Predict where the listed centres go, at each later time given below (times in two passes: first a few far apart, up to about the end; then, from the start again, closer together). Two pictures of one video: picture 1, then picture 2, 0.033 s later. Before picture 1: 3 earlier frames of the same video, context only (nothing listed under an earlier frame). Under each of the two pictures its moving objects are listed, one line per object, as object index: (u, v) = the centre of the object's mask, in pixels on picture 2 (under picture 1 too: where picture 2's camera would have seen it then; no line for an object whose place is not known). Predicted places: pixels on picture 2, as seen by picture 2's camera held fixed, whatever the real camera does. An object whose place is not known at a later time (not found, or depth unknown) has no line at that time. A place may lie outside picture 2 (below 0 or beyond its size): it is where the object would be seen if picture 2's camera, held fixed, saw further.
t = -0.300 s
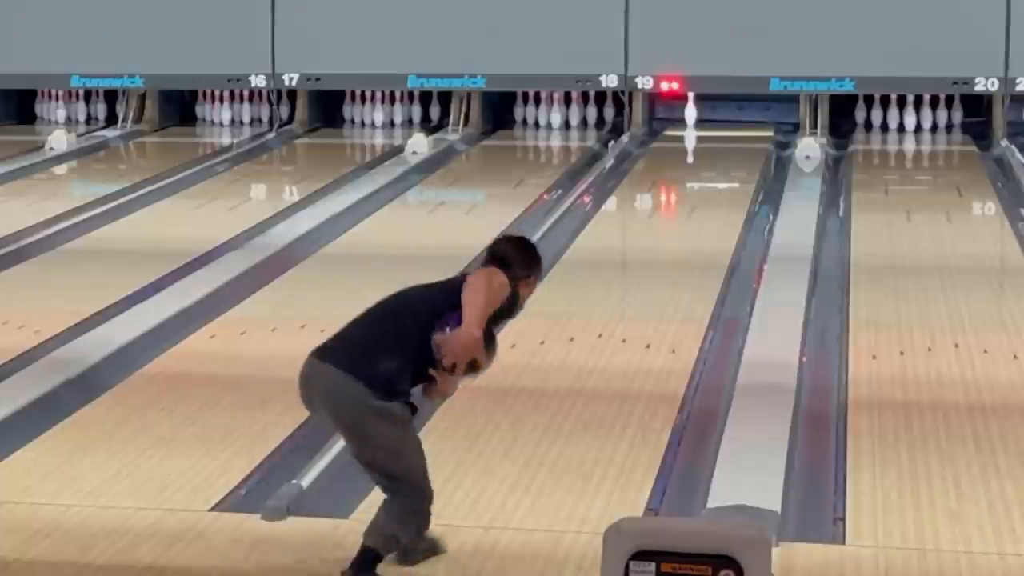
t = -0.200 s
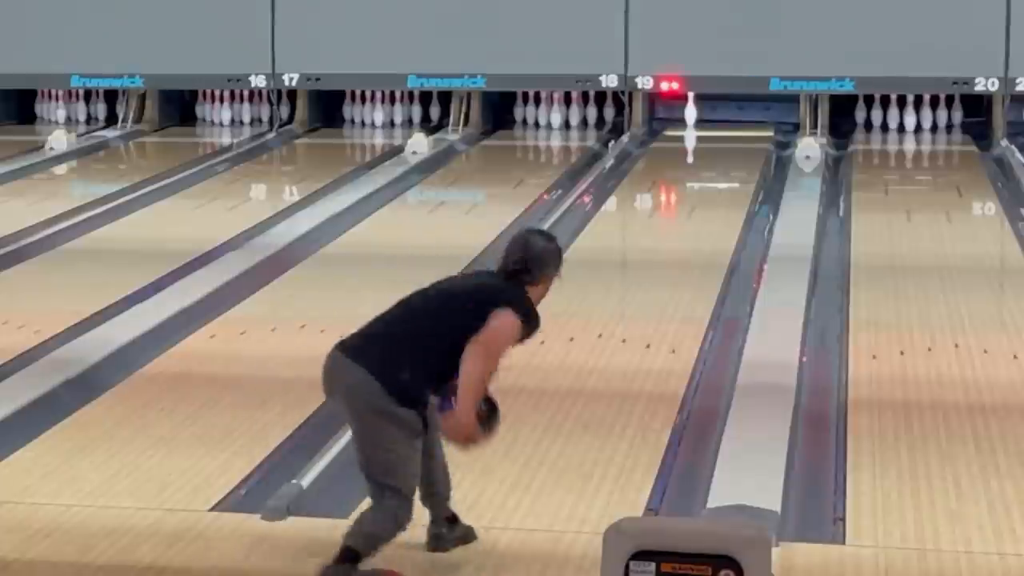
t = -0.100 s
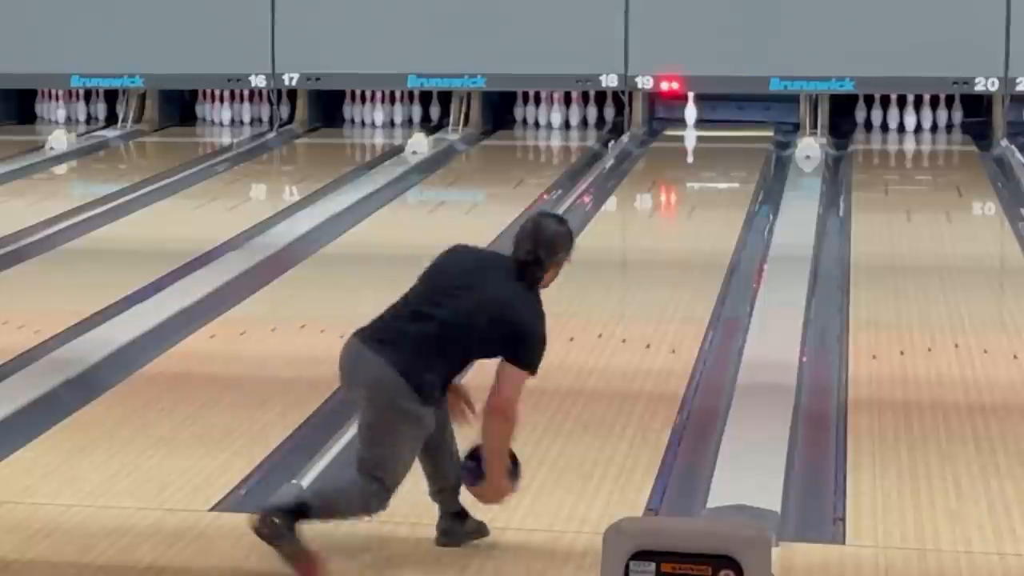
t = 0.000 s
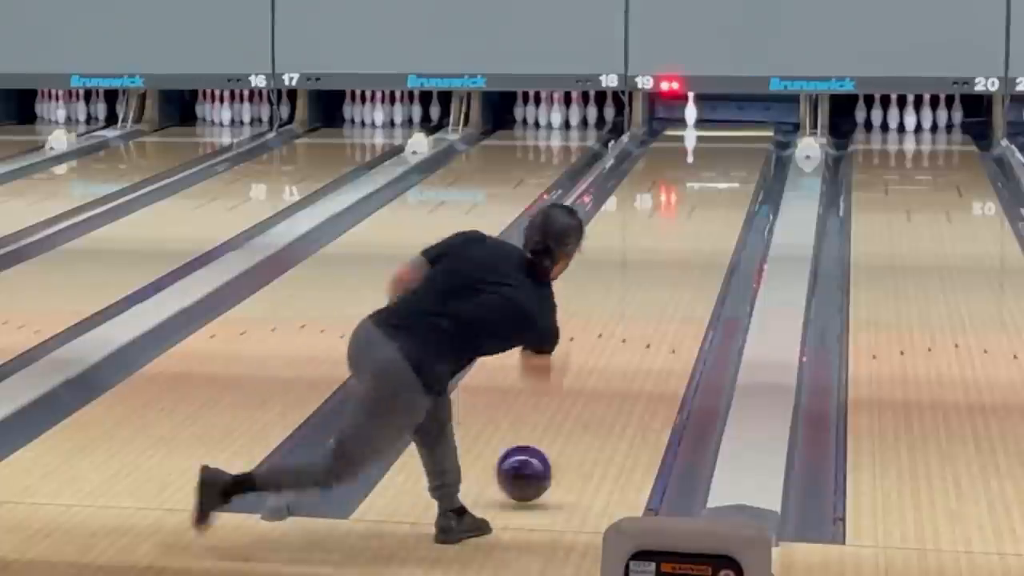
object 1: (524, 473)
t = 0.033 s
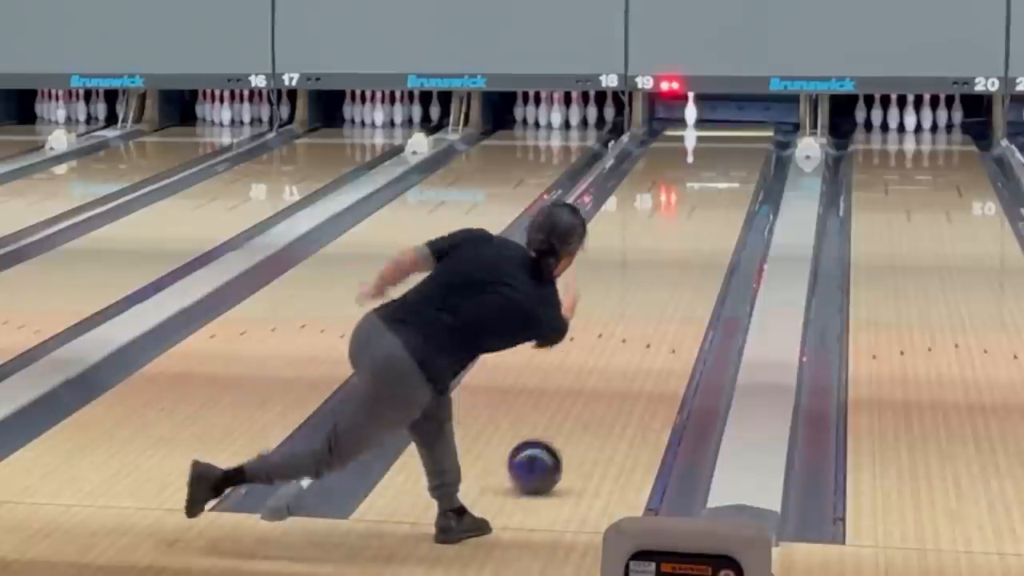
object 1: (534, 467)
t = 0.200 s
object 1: (582, 411)
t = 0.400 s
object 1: (627, 356)
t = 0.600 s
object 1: (662, 312)
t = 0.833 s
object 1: (691, 271)
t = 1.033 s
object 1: (708, 242)
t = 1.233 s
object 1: (719, 217)
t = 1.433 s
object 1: (725, 196)
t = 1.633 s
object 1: (727, 177)
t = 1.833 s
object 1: (725, 161)
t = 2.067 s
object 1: (717, 145)
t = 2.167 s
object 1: (712, 139)
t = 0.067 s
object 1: (545, 455)
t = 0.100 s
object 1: (555, 444)
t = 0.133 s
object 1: (565, 432)
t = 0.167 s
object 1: (573, 422)
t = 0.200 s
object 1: (582, 411)
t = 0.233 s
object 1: (591, 401)
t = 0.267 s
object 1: (599, 391)
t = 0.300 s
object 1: (606, 382)
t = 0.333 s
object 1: (613, 373)
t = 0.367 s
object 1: (621, 364)
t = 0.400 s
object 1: (627, 356)
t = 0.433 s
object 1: (634, 348)
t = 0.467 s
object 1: (640, 340)
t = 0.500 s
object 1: (643, 339)
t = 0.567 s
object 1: (657, 317)
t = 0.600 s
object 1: (662, 312)
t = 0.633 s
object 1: (666, 305)
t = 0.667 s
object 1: (671, 299)
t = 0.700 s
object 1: (676, 293)
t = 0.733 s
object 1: (680, 287)
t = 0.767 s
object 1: (684, 281)
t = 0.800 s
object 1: (687, 276)
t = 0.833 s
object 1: (691, 271)
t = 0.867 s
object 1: (694, 265)
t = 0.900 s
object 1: (697, 261)
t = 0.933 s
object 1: (700, 256)
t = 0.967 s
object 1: (703, 251)
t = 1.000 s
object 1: (706, 246)
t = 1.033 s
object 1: (708, 242)
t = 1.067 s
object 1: (710, 237)
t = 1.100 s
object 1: (712, 233)
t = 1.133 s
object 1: (714, 229)
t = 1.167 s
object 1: (716, 225)
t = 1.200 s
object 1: (717, 221)
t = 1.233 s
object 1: (719, 217)
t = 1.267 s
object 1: (720, 213)
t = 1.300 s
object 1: (722, 209)
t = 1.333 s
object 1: (722, 206)
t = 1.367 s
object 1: (723, 202)
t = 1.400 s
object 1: (724, 199)
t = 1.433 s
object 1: (725, 196)
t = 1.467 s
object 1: (726, 193)
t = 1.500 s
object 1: (726, 190)
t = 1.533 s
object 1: (727, 186)
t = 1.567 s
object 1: (727, 183)
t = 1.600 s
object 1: (727, 180)
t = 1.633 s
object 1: (727, 177)
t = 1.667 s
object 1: (727, 174)
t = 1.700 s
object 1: (727, 172)
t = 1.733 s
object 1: (727, 169)
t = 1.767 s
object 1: (727, 167)
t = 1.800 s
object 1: (726, 164)
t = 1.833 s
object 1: (725, 161)
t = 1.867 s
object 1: (725, 159)
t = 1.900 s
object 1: (724, 156)
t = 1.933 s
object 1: (722, 154)
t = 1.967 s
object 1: (721, 152)
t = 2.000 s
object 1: (720, 149)
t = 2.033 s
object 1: (718, 147)
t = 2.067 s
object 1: (717, 145)
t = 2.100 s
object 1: (715, 143)
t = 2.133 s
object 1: (713, 141)
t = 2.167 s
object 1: (712, 139)
